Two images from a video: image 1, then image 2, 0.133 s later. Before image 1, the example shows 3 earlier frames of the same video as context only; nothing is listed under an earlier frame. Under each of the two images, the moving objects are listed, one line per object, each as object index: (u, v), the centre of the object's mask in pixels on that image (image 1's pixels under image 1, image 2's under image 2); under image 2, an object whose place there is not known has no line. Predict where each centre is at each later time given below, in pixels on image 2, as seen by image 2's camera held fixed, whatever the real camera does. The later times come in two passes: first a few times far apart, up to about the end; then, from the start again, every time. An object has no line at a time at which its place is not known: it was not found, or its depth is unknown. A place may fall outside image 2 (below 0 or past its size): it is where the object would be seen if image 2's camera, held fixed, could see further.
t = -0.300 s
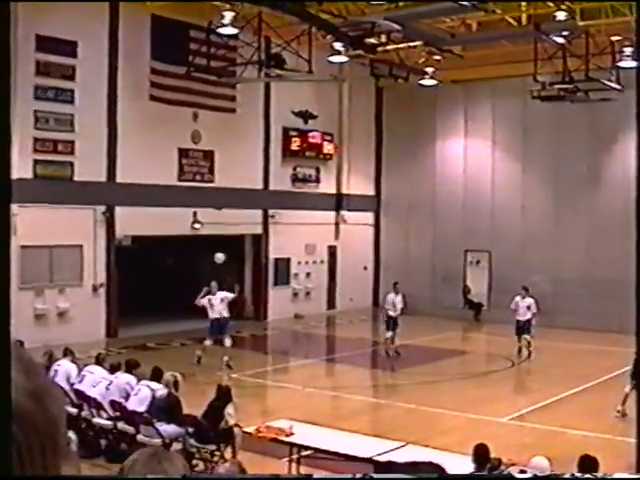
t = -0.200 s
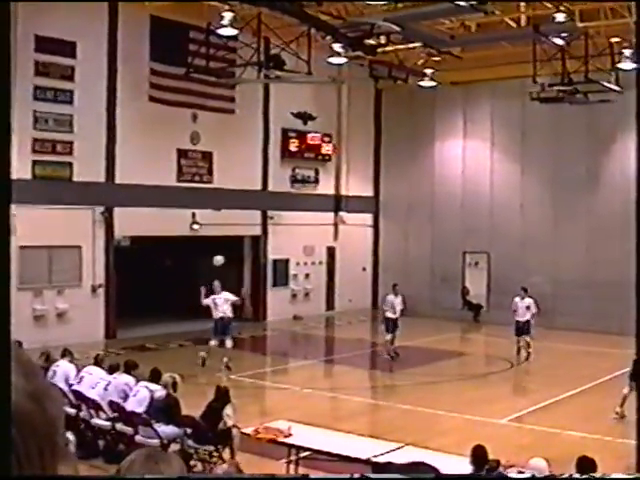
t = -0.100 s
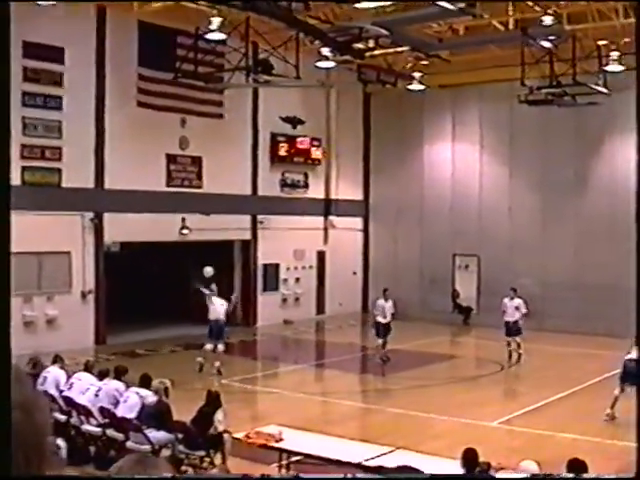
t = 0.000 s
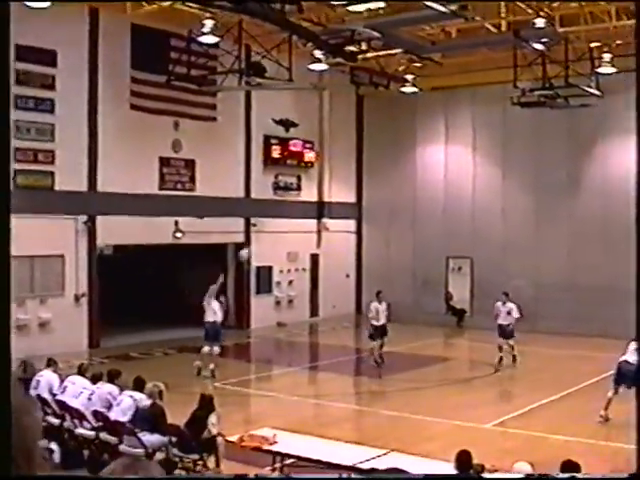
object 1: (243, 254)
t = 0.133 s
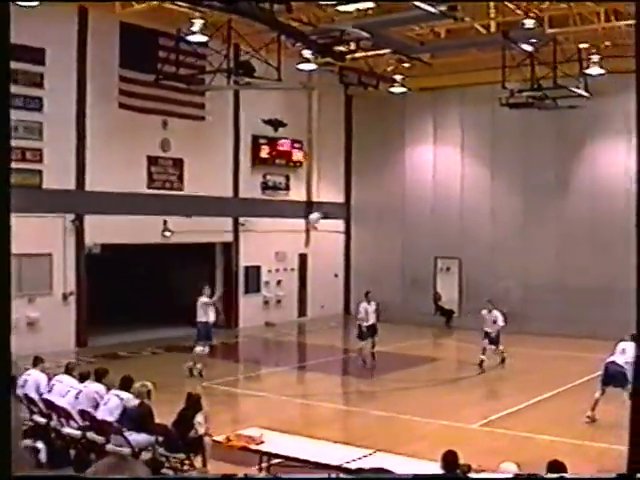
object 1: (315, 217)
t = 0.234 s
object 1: (380, 194)
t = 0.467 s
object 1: (522, 166)
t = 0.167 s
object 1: (335, 210)
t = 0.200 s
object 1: (357, 202)
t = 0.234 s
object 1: (380, 194)
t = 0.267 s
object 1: (400, 189)
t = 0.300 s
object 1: (419, 184)
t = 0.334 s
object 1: (440, 180)
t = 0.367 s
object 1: (462, 176)
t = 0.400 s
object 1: (484, 171)
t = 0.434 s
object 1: (503, 168)
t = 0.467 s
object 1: (522, 166)
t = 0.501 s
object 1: (546, 163)
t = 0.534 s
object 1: (561, 162)
